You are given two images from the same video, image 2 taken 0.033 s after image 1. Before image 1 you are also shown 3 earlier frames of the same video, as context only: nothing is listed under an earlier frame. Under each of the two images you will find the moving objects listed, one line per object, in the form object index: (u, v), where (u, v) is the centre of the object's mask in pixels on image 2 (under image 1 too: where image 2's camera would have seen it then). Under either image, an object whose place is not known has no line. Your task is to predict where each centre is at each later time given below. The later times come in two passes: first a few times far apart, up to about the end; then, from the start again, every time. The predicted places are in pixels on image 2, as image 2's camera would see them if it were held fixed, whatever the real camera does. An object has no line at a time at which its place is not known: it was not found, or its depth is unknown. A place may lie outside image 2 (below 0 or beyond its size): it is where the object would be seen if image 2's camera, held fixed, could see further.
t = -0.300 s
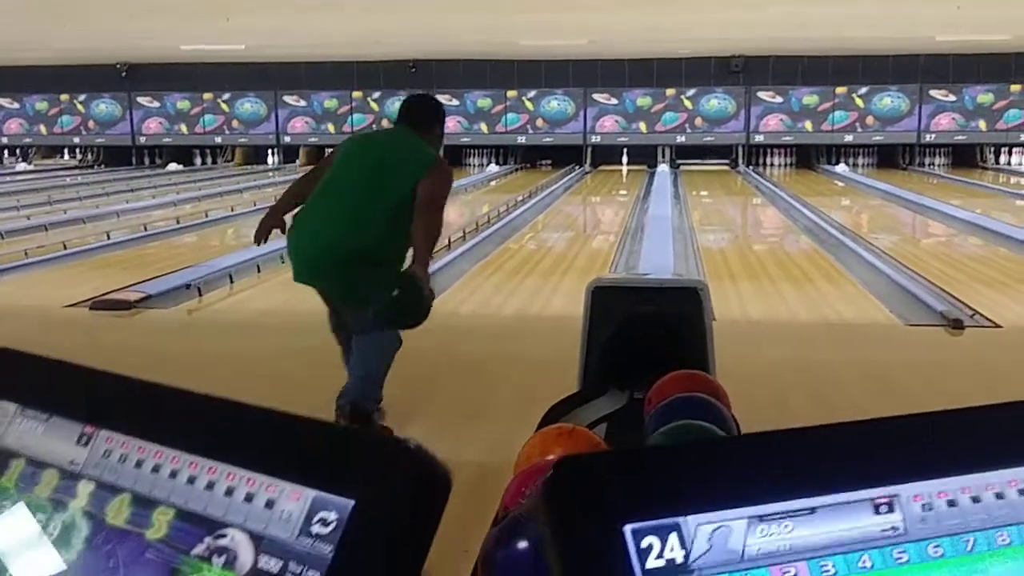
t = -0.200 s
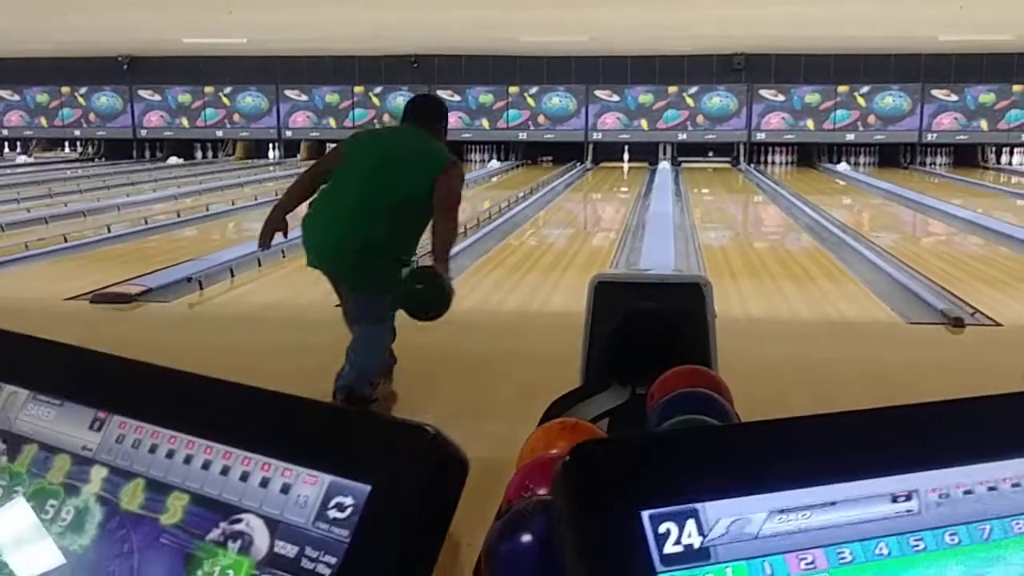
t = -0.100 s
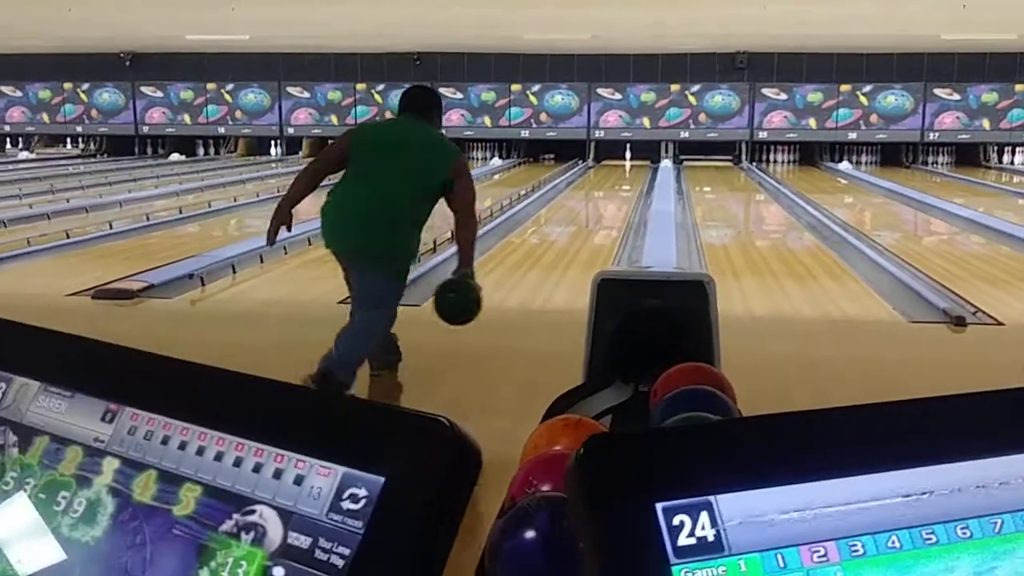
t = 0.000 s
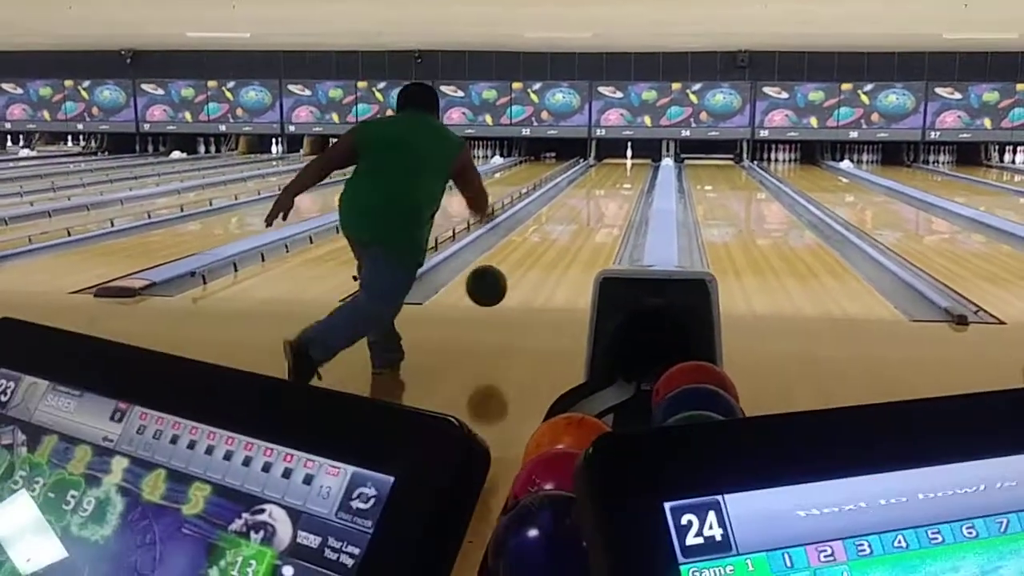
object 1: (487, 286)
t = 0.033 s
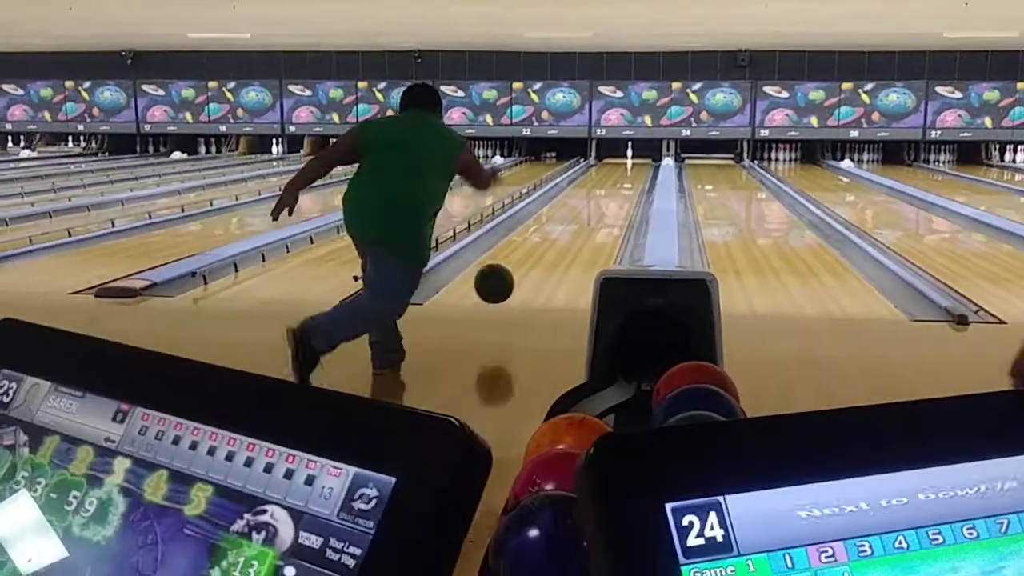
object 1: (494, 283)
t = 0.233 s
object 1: (525, 271)
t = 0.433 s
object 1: (546, 242)
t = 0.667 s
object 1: (562, 220)
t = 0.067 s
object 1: (500, 283)
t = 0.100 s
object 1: (506, 285)
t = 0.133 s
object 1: (511, 288)
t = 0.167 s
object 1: (516, 282)
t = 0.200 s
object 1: (521, 275)
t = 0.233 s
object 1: (525, 271)
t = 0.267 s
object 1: (529, 265)
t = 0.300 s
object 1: (533, 260)
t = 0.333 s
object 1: (536, 255)
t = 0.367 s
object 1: (540, 251)
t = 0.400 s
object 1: (543, 247)
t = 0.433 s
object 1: (546, 242)
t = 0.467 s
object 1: (549, 239)
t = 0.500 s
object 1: (551, 235)
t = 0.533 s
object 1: (554, 232)
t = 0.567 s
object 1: (556, 229)
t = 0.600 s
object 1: (559, 225)
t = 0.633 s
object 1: (561, 223)
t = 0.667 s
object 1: (562, 220)
